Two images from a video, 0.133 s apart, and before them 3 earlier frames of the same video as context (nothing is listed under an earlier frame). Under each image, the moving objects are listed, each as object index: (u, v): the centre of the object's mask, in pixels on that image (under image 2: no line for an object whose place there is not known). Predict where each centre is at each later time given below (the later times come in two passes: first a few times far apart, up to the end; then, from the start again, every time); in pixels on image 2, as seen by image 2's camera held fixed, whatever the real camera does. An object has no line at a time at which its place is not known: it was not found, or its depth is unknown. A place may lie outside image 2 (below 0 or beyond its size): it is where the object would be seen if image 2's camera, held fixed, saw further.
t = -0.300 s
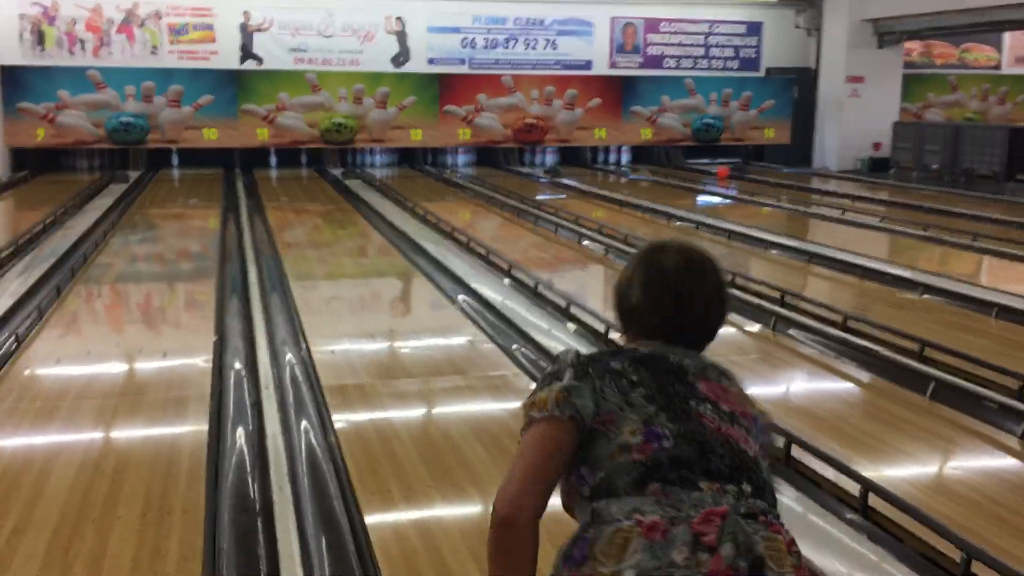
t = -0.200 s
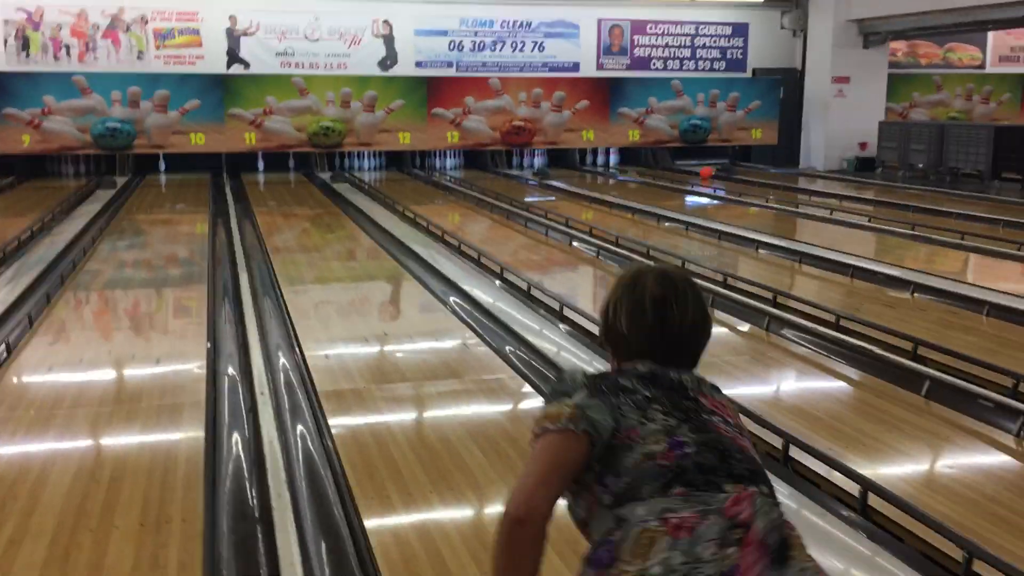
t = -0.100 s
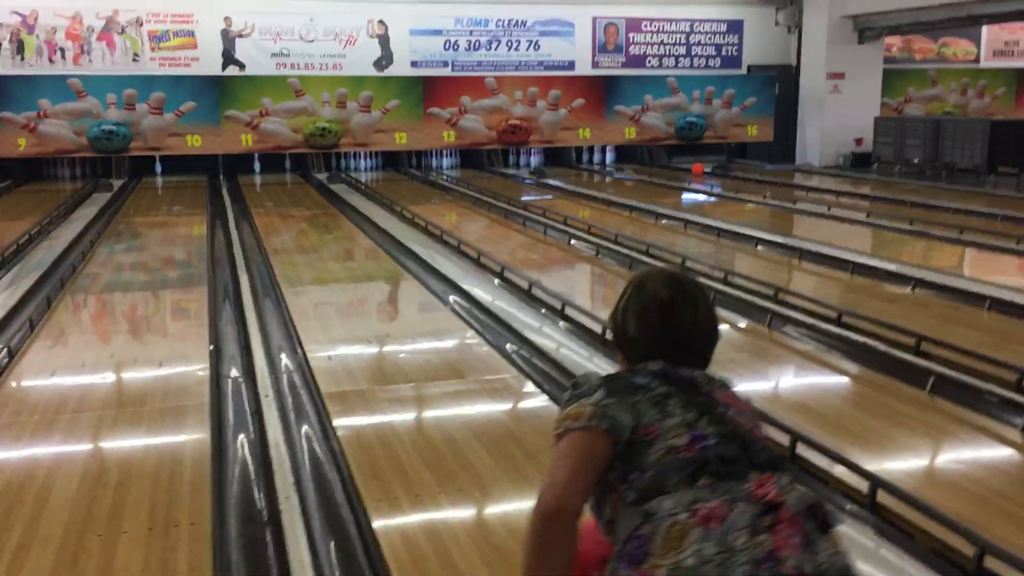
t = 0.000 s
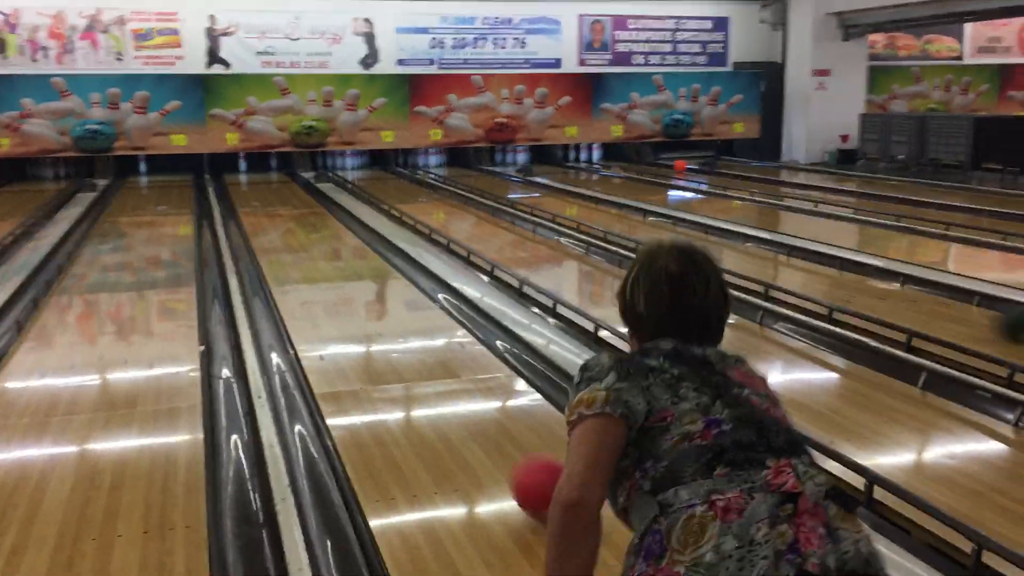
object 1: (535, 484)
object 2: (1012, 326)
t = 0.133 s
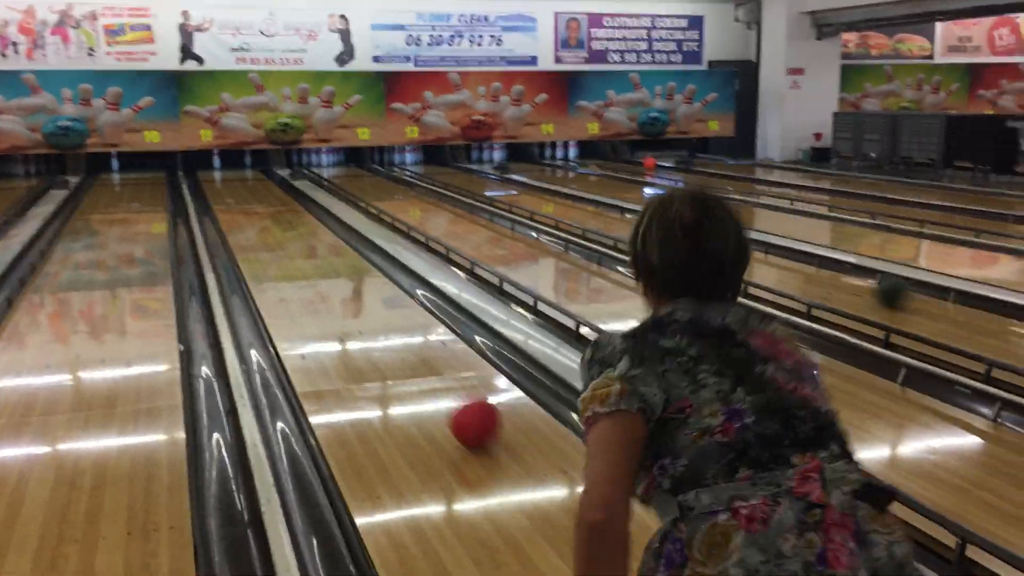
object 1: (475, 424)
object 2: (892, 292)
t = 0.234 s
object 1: (445, 385)
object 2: (831, 275)
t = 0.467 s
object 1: (396, 325)
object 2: (723, 246)
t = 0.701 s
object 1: (363, 286)
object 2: (647, 225)
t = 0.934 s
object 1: (340, 258)
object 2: (590, 209)
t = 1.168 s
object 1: (322, 237)
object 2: (546, 198)
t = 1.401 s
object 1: (309, 221)
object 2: (511, 187)
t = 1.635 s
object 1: (298, 209)
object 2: (483, 180)
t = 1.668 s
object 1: (298, 208)
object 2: (481, 178)
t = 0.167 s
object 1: (464, 409)
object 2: (868, 286)
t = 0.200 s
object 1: (454, 397)
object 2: (850, 280)
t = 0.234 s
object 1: (445, 385)
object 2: (831, 275)
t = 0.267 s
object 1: (436, 375)
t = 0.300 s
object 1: (429, 365)
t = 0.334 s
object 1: (422, 357)
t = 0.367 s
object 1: (415, 348)
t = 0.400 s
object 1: (408, 340)
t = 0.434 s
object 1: (402, 332)
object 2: (736, 248)
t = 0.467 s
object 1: (396, 325)
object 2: (723, 246)
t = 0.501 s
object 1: (391, 319)
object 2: (712, 242)
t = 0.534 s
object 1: (386, 312)
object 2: (700, 239)
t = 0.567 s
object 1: (381, 306)
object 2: (688, 236)
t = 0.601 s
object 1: (376, 301)
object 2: (678, 233)
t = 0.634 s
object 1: (372, 295)
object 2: (667, 231)
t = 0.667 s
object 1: (367, 290)
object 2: (656, 228)
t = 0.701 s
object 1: (363, 286)
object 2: (647, 225)
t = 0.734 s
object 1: (360, 281)
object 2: (638, 223)
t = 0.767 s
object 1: (356, 277)
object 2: (629, 221)
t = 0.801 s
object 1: (353, 273)
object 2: (620, 218)
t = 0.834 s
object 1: (349, 269)
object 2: (613, 215)
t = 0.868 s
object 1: (346, 265)
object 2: (604, 213)
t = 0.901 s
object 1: (343, 262)
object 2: (597, 212)
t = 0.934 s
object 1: (340, 258)
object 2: (590, 209)
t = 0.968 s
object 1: (337, 255)
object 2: (583, 207)
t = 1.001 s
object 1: (334, 252)
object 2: (576, 205)
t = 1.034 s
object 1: (332, 248)
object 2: (570, 203)
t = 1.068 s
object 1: (329, 245)
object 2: (563, 202)
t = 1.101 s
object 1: (327, 243)
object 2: (558, 200)
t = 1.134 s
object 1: (325, 240)
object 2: (551, 199)
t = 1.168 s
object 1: (322, 237)
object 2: (546, 198)
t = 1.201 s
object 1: (320, 235)
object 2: (540, 195)
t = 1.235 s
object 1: (318, 232)
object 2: (535, 194)
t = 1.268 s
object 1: (317, 230)
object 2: (531, 193)
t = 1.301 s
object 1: (314, 228)
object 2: (525, 192)
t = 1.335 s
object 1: (313, 225)
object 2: (521, 189)
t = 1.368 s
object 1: (311, 224)
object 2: (516, 189)
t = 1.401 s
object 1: (309, 221)
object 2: (511, 187)
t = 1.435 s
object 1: (308, 220)
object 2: (507, 185)
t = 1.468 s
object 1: (306, 218)
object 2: (503, 184)
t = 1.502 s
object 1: (305, 216)
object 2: (500, 184)
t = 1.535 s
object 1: (303, 214)
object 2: (496, 183)
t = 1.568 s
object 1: (302, 213)
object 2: (492, 181)
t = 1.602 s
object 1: (300, 211)
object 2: (488, 180)
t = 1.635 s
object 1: (298, 209)
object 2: (483, 180)
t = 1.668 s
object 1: (298, 208)
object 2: (481, 178)
